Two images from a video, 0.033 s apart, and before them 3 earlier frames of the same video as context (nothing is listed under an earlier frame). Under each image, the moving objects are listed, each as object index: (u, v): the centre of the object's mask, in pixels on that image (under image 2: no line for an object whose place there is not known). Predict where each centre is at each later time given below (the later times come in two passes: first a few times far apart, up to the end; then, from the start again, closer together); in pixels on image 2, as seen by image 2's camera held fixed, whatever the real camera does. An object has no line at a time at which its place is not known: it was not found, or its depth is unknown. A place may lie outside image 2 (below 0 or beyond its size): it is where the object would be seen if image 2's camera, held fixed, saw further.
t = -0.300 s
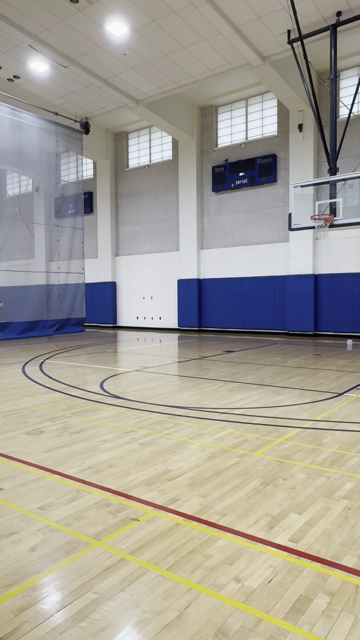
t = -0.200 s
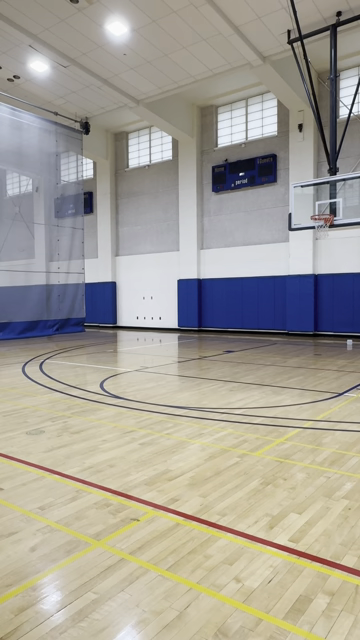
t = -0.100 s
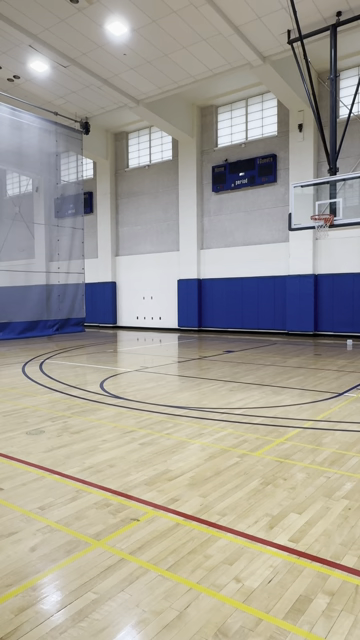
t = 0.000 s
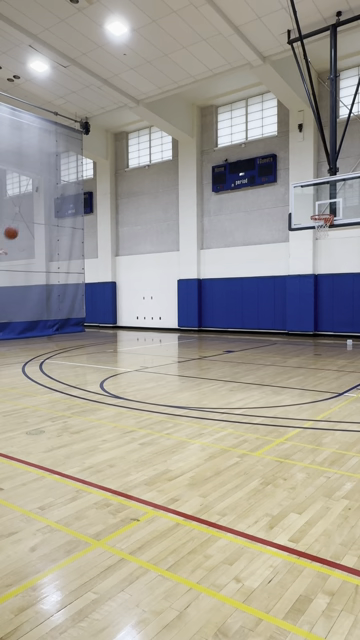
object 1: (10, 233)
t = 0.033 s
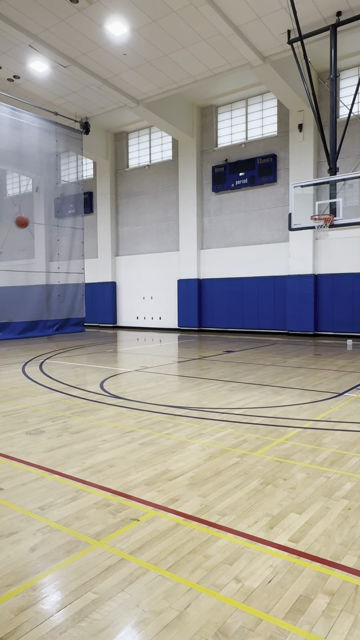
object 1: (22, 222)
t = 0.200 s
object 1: (74, 177)
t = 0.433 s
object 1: (143, 143)
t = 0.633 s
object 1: (198, 137)
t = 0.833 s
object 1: (247, 151)
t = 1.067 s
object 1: (301, 189)
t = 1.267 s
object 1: (328, 228)
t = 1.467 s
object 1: (322, 250)
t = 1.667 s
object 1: (315, 286)
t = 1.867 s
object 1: (310, 335)
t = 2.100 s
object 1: (297, 309)
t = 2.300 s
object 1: (285, 291)
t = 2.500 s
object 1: (273, 289)
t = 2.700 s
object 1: (262, 300)
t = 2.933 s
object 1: (250, 331)
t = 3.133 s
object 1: (240, 321)
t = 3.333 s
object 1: (231, 310)
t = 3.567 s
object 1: (221, 314)
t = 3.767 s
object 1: (214, 332)
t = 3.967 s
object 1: (206, 324)
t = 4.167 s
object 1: (198, 319)
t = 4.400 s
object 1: (190, 329)
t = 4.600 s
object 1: (183, 328)
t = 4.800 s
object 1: (177, 325)
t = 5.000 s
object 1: (171, 334)
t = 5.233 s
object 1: (165, 327)
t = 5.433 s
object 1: (159, 333)
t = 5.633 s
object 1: (155, 329)
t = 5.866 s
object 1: (149, 330)
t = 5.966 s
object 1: (147, 330)
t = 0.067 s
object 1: (32, 211)
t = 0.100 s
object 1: (43, 201)
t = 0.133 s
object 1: (53, 193)
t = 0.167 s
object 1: (63, 184)
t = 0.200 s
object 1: (74, 177)
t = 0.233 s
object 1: (84, 170)
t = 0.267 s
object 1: (95, 164)
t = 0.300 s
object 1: (104, 158)
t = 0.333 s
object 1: (114, 154)
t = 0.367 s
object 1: (124, 149)
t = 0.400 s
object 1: (133, 146)
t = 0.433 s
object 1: (143, 143)
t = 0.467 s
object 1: (152, 141)
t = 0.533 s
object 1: (171, 138)
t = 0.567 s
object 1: (179, 137)
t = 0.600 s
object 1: (188, 137)
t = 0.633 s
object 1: (198, 137)
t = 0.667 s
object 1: (206, 138)
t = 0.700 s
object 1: (214, 140)
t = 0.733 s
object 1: (223, 142)
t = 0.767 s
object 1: (231, 144)
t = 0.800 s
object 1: (239, 148)
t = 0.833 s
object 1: (247, 151)
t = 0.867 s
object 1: (256, 155)
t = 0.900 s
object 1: (264, 160)
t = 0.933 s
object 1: (271, 165)
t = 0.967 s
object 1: (279, 170)
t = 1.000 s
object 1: (286, 176)
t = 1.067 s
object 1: (301, 189)
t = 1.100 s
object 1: (309, 196)
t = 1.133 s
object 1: (316, 203)
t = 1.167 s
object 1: (323, 210)
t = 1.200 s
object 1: (328, 219)
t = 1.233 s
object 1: (329, 223)
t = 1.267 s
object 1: (328, 228)
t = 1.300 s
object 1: (327, 231)
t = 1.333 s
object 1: (326, 233)
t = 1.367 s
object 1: (325, 237)
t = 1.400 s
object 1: (324, 241)
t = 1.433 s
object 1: (323, 245)
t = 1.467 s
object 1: (322, 250)
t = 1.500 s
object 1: (321, 255)
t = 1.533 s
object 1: (320, 260)
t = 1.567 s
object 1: (318, 267)
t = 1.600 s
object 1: (317, 273)
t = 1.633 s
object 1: (316, 279)
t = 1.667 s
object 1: (315, 286)
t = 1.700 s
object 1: (315, 293)
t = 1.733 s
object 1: (313, 301)
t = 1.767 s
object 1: (313, 309)
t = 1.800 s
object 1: (312, 317)
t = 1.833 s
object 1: (311, 326)
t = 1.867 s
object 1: (310, 335)
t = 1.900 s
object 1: (309, 344)
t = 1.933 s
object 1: (307, 337)
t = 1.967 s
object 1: (305, 331)
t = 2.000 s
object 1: (303, 325)
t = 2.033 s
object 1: (301, 319)
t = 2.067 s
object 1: (299, 314)
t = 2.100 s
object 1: (297, 309)
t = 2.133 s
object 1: (295, 305)
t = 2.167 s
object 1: (293, 301)
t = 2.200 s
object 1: (291, 298)
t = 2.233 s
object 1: (289, 295)
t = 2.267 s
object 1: (287, 293)
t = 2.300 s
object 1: (285, 291)
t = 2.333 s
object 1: (283, 290)
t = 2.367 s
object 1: (281, 289)
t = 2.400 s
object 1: (279, 288)
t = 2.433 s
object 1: (277, 288)
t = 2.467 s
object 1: (275, 288)
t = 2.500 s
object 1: (273, 289)
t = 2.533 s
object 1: (271, 290)
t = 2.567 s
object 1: (269, 291)
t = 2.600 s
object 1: (268, 293)
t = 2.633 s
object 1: (266, 295)
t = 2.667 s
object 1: (264, 298)
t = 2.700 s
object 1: (262, 300)
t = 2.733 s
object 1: (260, 304)
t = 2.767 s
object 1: (259, 308)
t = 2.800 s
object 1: (257, 312)
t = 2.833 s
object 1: (255, 316)
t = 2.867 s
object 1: (253, 321)
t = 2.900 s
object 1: (252, 326)
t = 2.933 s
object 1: (250, 331)
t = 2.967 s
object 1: (248, 337)
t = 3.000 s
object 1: (247, 337)
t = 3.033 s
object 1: (245, 333)
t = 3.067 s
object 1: (243, 329)
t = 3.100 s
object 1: (242, 325)
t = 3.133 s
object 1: (240, 321)
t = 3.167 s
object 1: (239, 319)
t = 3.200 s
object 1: (237, 316)
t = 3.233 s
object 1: (236, 314)
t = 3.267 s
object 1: (234, 312)
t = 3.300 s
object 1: (233, 311)
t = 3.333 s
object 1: (231, 310)
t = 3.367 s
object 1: (230, 310)
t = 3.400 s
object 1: (229, 309)
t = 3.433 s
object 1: (227, 310)
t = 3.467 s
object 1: (226, 310)
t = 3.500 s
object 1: (224, 311)
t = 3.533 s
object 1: (223, 312)
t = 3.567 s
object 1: (221, 314)
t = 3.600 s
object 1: (220, 316)
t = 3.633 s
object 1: (219, 319)
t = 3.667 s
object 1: (217, 322)
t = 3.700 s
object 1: (216, 324)
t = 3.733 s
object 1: (215, 328)
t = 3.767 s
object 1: (214, 332)
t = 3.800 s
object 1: (212, 336)
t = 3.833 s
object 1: (211, 335)
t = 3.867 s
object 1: (210, 332)
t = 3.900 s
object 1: (208, 329)
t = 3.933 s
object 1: (207, 326)
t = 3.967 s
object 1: (206, 324)
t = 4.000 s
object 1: (205, 323)
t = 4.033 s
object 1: (203, 321)
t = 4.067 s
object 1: (202, 320)
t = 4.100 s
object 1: (201, 320)
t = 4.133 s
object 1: (200, 319)
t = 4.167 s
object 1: (198, 319)
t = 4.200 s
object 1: (197, 320)
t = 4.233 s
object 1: (196, 320)
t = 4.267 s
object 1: (195, 321)
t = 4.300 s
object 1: (194, 323)
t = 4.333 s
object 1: (193, 325)
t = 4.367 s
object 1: (192, 327)
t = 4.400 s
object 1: (190, 329)
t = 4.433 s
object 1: (189, 332)
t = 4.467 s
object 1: (188, 335)
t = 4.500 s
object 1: (187, 334)
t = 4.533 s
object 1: (186, 332)
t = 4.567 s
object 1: (185, 330)
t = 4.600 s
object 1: (183, 328)
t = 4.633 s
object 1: (183, 327)
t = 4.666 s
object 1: (182, 326)
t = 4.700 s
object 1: (180, 325)
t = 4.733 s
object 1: (179, 325)
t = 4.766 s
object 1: (178, 325)
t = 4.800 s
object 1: (177, 325)
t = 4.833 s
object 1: (176, 326)
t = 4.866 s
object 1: (175, 328)
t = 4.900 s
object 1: (174, 329)
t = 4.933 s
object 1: (173, 330)
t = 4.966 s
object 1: (172, 332)
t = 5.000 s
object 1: (171, 334)
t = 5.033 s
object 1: (170, 332)
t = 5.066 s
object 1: (170, 331)
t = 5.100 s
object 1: (169, 329)
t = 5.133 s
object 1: (167, 328)
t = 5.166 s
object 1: (167, 328)
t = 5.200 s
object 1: (166, 327)
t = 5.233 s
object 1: (165, 327)
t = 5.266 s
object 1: (164, 327)
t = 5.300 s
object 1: (163, 328)
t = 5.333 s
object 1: (162, 329)
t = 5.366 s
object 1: (161, 330)
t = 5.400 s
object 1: (160, 332)
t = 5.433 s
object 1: (159, 333)
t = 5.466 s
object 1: (159, 332)
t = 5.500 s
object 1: (158, 331)
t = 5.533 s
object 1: (157, 330)
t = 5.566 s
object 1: (156, 329)
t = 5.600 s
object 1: (155, 329)
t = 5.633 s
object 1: (155, 329)
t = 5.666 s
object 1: (154, 329)
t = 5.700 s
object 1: (153, 330)
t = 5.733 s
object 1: (152, 331)
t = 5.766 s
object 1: (151, 332)
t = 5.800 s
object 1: (150, 332)
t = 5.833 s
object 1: (150, 331)
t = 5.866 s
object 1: (149, 330)
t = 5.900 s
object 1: (148, 330)
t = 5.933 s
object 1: (147, 330)
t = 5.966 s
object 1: (147, 330)
